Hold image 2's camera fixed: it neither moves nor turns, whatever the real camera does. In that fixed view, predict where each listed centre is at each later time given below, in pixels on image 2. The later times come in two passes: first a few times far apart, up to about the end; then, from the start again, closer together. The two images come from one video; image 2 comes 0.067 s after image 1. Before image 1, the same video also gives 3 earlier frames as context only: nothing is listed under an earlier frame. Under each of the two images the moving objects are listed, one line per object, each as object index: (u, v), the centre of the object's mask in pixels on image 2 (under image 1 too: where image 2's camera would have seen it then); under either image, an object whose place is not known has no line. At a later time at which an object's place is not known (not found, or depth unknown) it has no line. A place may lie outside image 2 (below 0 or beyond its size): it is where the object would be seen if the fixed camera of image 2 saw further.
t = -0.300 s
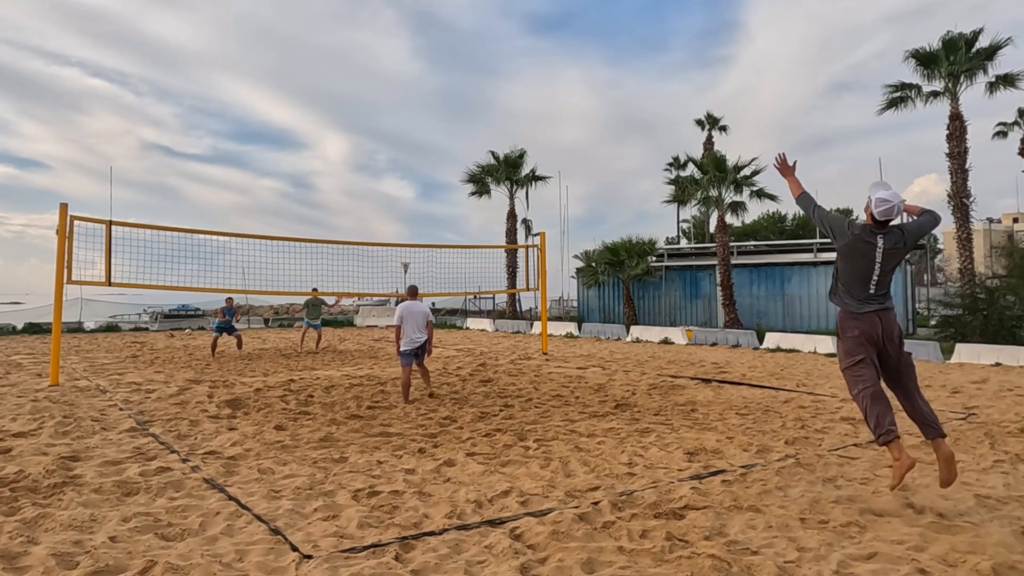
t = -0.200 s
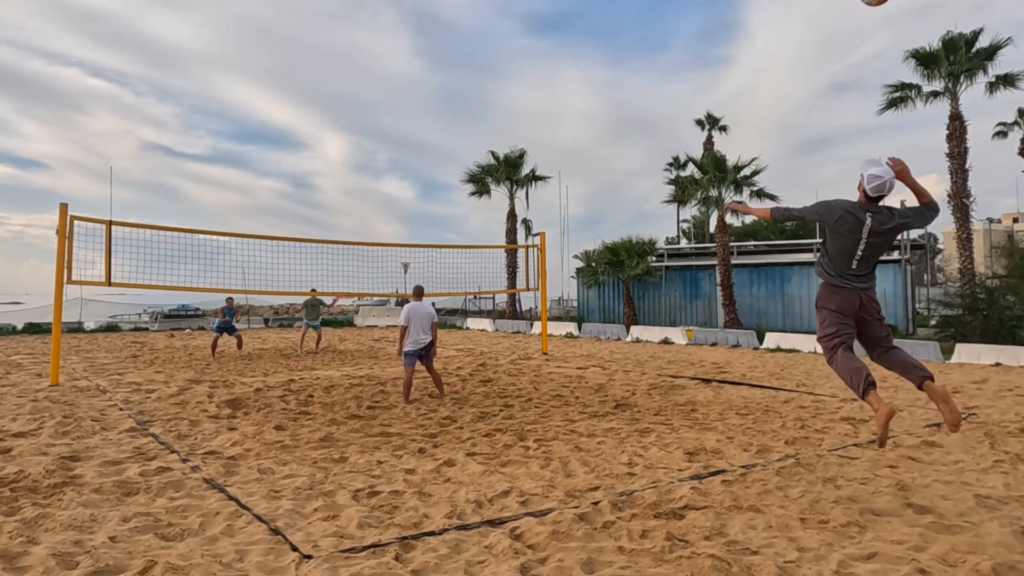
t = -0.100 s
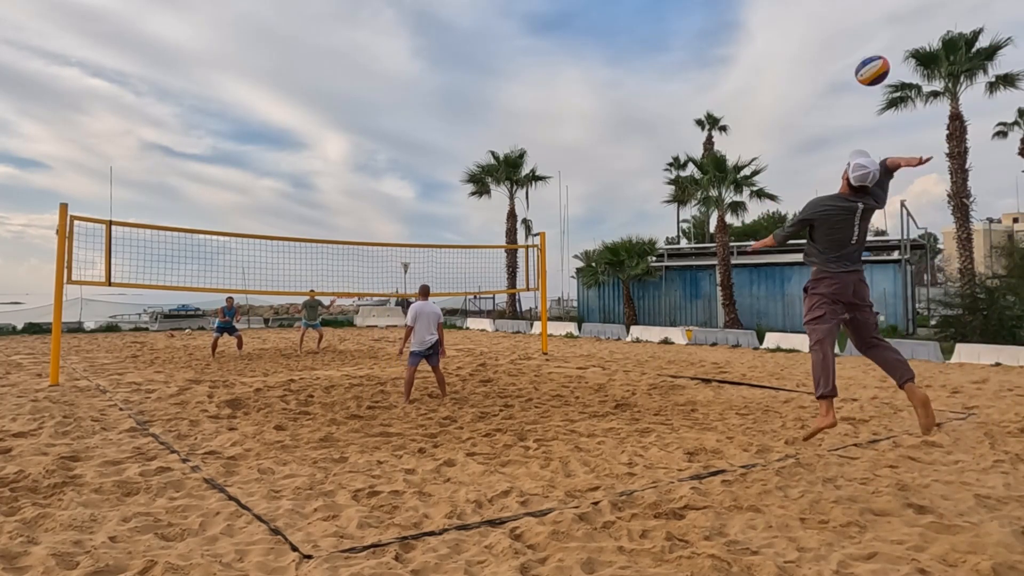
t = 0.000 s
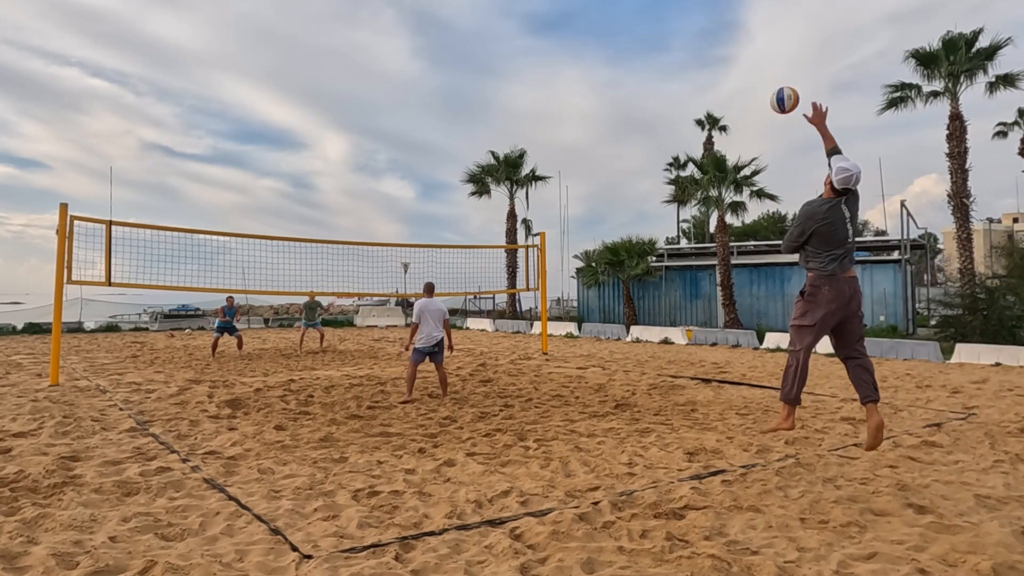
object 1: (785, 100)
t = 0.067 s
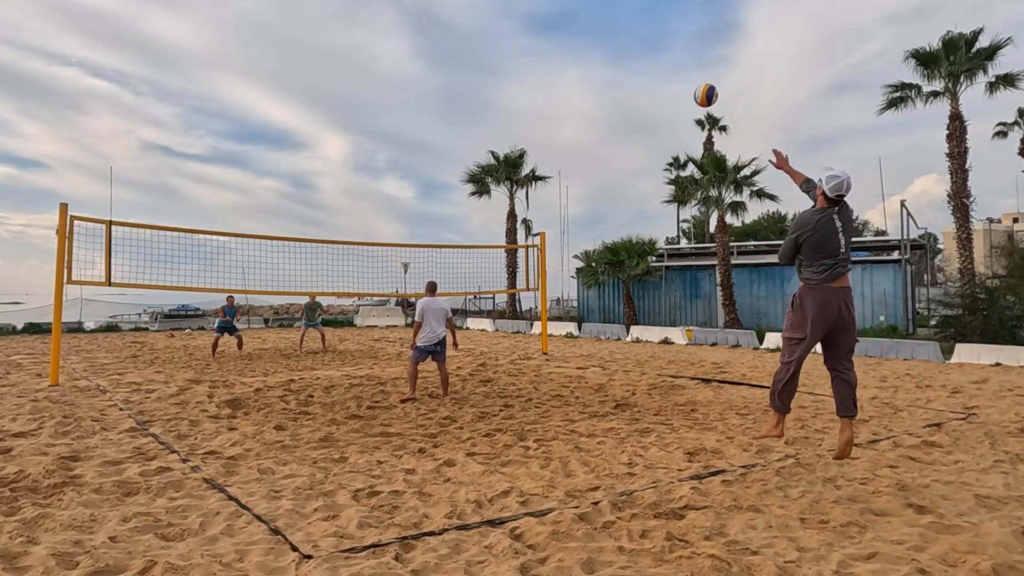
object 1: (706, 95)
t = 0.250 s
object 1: (568, 111)
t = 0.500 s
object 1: (467, 161)
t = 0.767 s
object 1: (404, 230)
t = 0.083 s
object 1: (689, 95)
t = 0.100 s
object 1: (674, 95)
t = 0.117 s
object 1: (659, 96)
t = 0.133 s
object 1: (646, 97)
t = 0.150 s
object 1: (632, 99)
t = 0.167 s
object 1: (620, 100)
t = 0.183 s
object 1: (608, 102)
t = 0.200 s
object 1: (597, 104)
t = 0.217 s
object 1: (587, 106)
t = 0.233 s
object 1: (577, 108)
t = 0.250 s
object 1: (568, 111)
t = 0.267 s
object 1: (559, 113)
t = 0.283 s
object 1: (550, 116)
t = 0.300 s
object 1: (542, 119)
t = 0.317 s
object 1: (534, 122)
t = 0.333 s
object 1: (527, 125)
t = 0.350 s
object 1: (520, 128)
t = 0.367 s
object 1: (513, 131)
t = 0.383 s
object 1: (507, 135)
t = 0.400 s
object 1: (500, 138)
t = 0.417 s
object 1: (494, 142)
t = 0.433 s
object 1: (488, 146)
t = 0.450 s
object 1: (483, 150)
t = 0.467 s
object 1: (477, 153)
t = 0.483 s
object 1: (472, 157)
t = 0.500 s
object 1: (467, 161)
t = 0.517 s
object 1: (462, 165)
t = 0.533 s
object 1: (457, 169)
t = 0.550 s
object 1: (453, 173)
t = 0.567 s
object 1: (448, 177)
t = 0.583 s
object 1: (444, 181)
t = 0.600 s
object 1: (440, 185)
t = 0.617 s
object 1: (436, 190)
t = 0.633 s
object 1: (431, 194)
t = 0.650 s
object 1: (428, 199)
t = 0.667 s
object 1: (424, 203)
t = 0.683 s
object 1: (420, 207)
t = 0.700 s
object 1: (417, 212)
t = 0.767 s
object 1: (404, 230)
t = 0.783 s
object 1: (401, 235)
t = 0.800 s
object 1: (397, 239)
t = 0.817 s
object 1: (394, 244)
